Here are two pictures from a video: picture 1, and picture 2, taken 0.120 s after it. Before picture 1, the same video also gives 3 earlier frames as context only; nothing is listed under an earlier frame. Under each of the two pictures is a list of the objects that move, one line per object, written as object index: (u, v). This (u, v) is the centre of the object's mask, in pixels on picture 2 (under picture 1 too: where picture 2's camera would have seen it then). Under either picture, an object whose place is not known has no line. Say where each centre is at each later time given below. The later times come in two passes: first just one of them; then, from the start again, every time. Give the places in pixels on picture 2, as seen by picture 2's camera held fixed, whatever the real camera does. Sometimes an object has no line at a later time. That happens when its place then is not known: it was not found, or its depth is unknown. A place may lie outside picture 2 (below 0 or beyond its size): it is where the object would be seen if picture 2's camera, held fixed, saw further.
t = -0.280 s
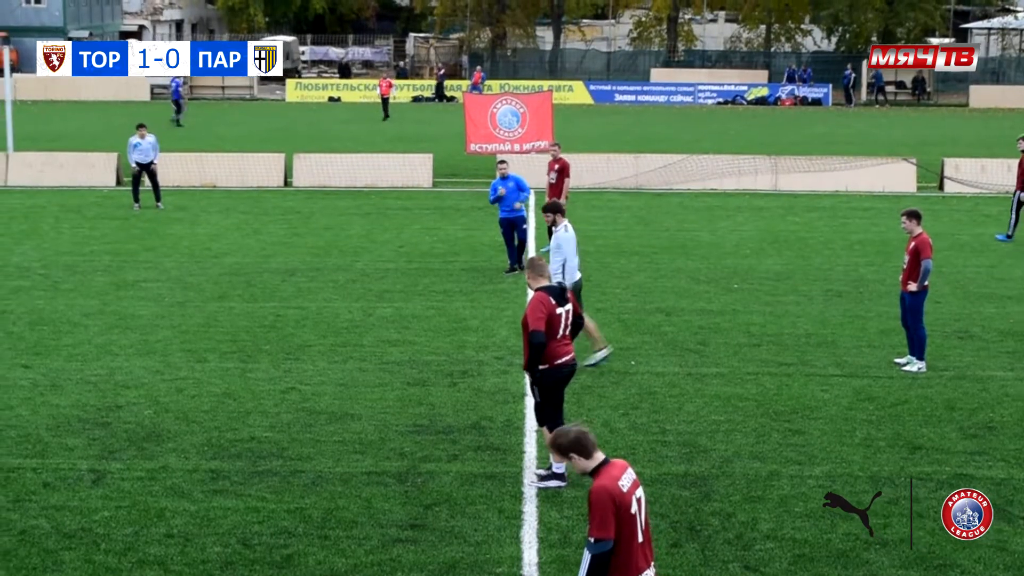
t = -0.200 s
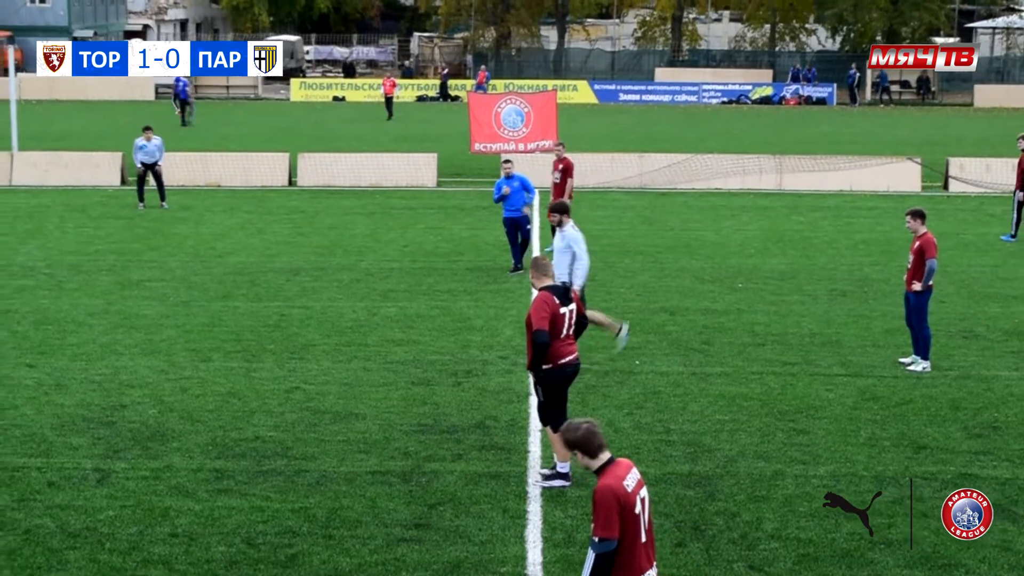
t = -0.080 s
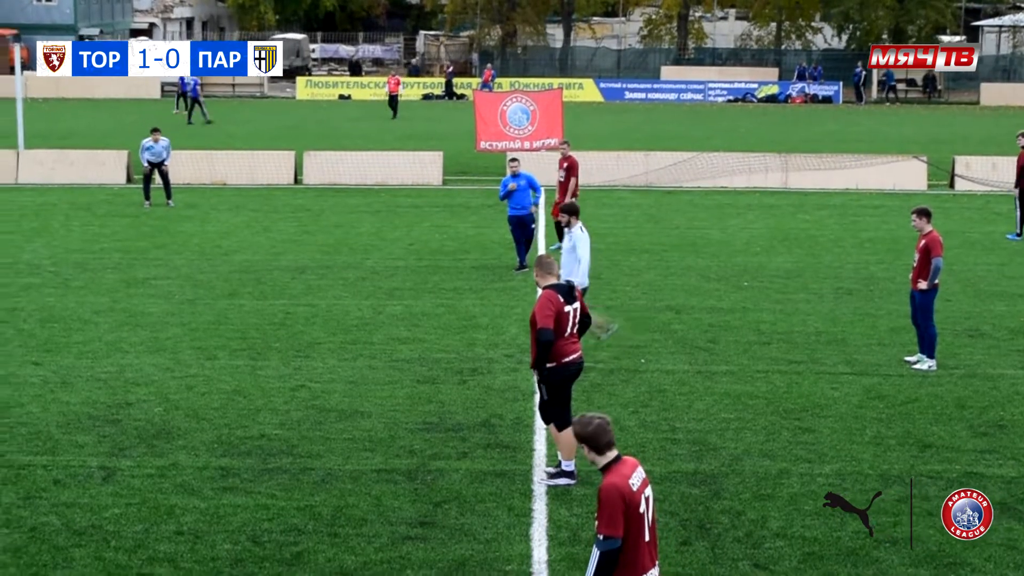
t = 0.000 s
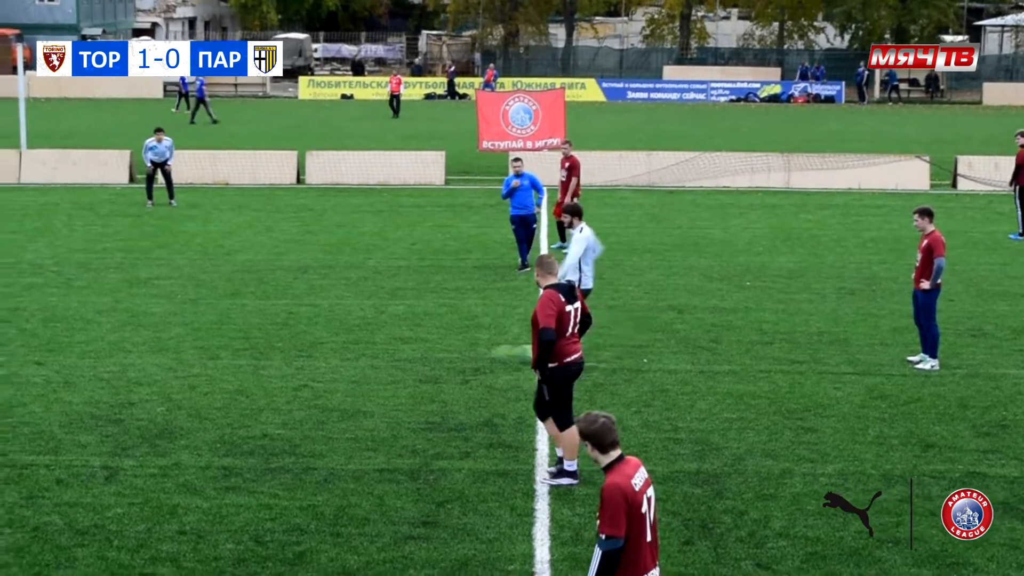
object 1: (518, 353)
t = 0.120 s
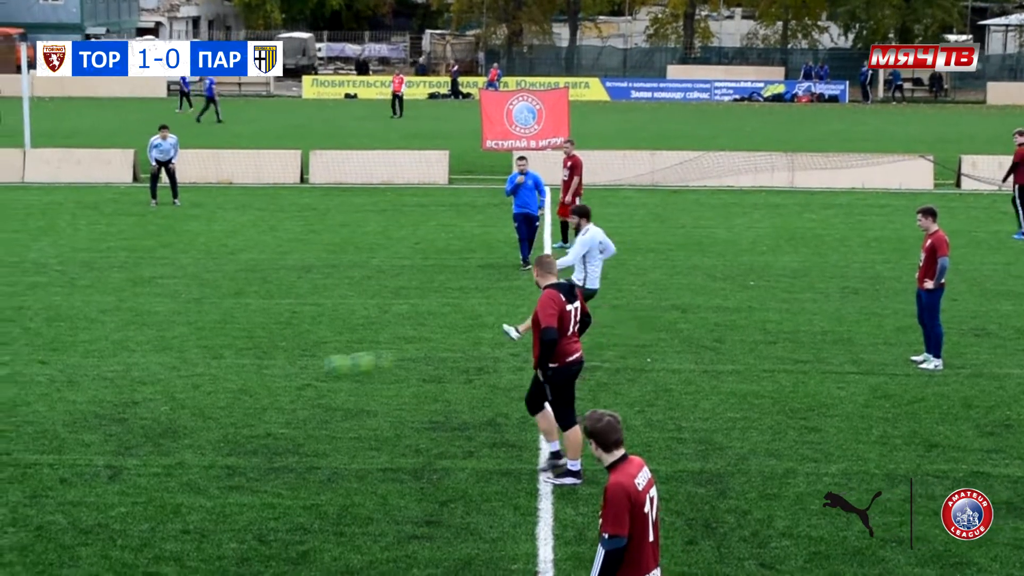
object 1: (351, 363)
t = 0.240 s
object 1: (186, 369)
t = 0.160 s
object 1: (300, 368)
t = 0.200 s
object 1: (243, 368)
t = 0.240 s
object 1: (186, 369)
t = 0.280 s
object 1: (134, 374)
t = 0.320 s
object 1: (74, 380)
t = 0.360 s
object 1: (25, 386)
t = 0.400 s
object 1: (-30, 386)
